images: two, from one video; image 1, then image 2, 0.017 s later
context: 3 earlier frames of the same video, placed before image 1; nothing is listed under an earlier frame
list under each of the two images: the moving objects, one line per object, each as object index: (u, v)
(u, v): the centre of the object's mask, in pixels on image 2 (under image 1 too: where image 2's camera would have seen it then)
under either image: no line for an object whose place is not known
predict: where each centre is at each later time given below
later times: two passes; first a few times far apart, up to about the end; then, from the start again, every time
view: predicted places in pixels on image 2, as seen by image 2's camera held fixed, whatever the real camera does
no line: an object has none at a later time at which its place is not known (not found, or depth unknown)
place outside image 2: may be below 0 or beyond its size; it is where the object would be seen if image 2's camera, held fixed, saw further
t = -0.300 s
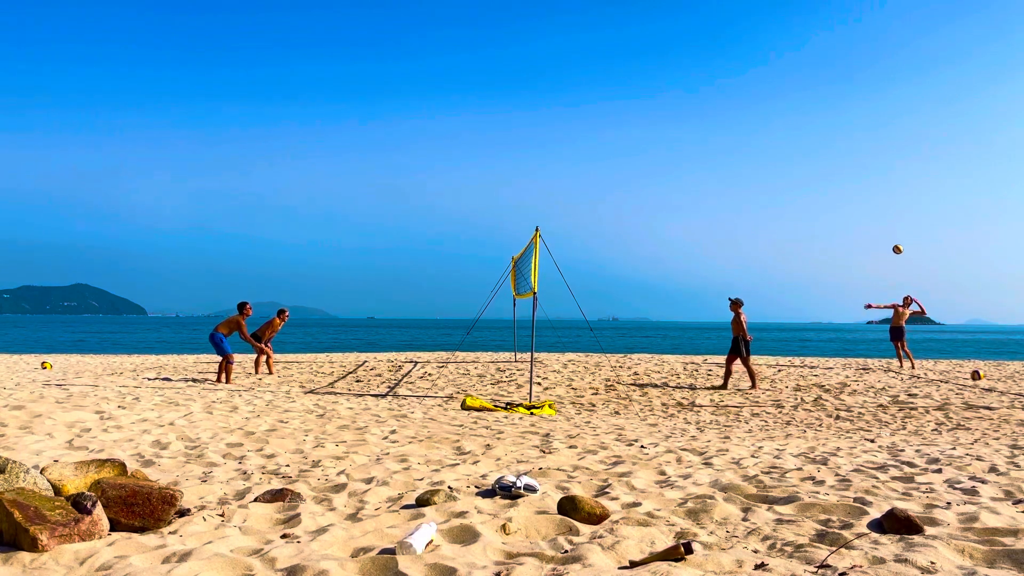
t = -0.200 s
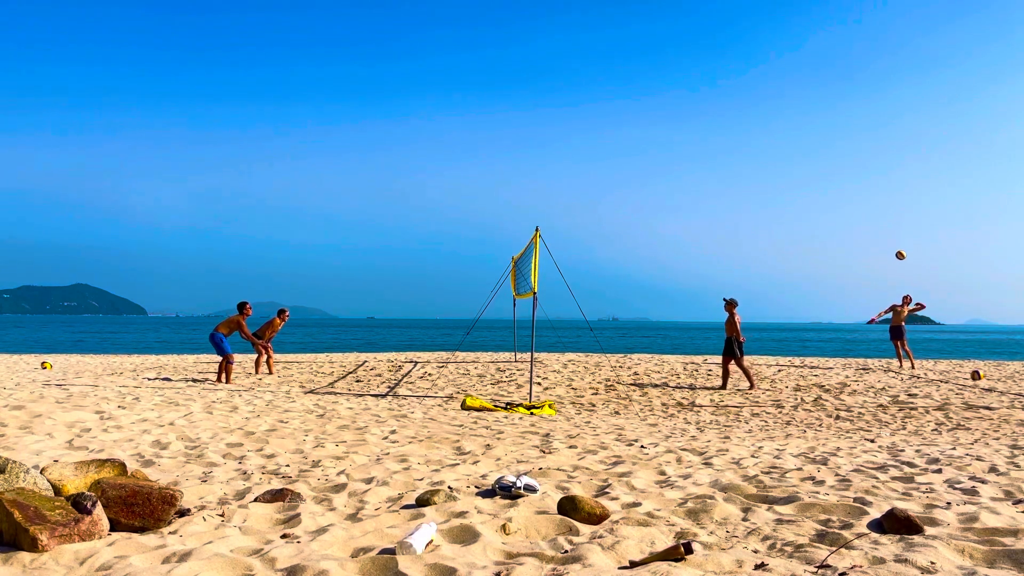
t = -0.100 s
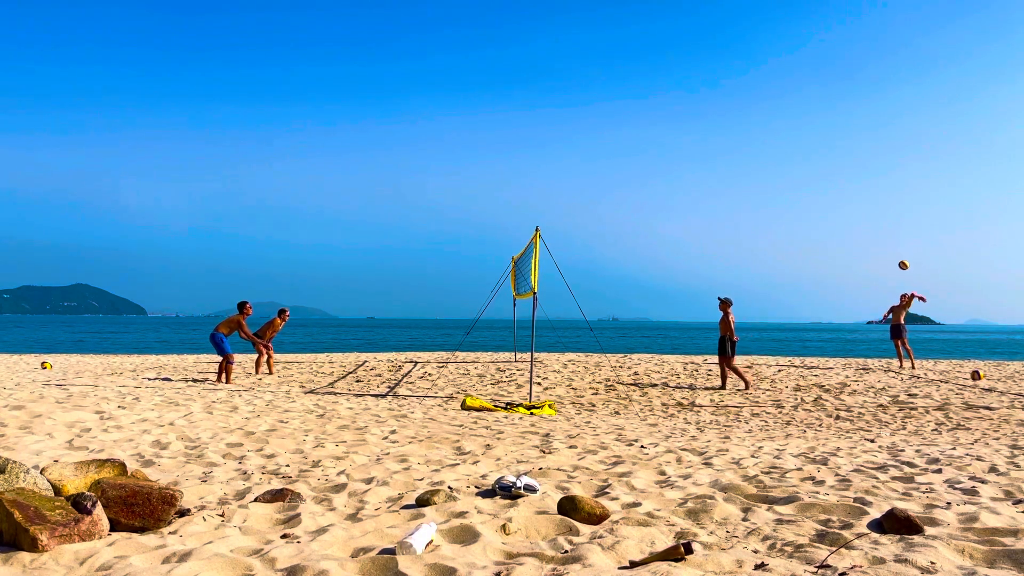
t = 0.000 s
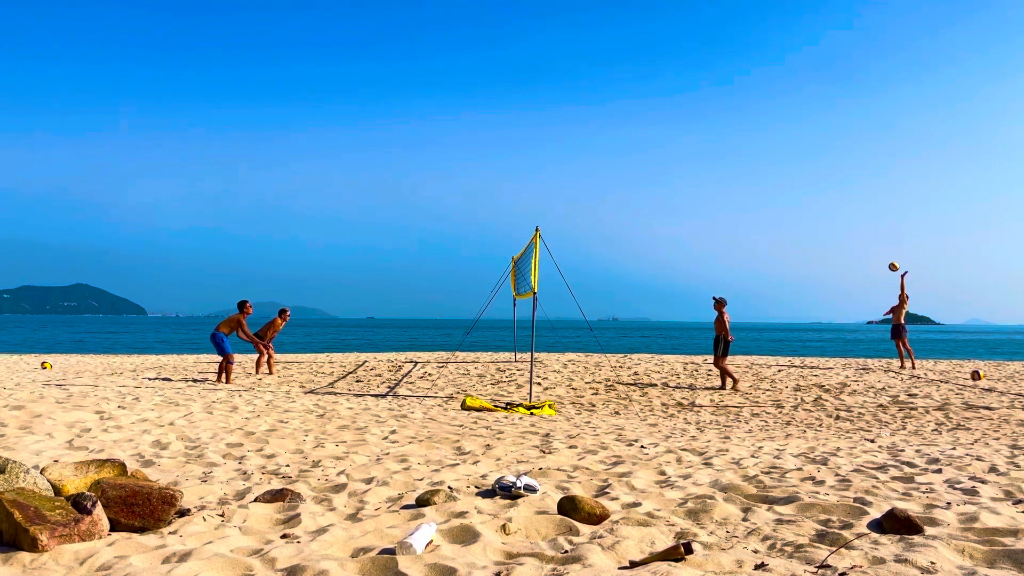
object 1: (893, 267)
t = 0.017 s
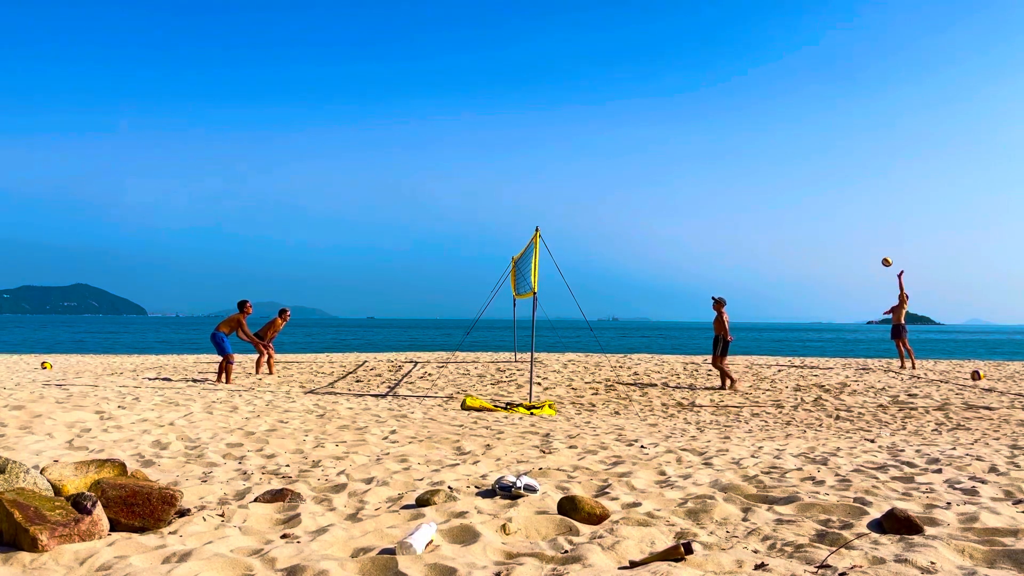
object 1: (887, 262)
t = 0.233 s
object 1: (799, 213)
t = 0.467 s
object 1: (711, 187)
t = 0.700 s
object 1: (628, 188)
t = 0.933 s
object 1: (549, 212)
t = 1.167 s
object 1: (475, 258)
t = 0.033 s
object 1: (880, 257)
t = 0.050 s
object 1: (873, 253)
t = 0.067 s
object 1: (866, 249)
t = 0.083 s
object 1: (859, 244)
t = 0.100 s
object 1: (852, 240)
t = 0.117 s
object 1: (845, 236)
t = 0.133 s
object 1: (839, 232)
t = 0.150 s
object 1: (832, 229)
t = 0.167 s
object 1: (825, 225)
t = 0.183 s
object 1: (819, 222)
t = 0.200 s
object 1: (812, 219)
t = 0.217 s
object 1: (806, 216)
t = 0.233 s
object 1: (799, 213)
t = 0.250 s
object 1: (793, 210)
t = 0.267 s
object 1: (786, 208)
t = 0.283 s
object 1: (780, 205)
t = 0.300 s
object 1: (774, 202)
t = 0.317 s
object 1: (767, 201)
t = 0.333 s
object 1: (761, 199)
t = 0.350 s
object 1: (755, 197)
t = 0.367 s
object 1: (748, 195)
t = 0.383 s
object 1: (742, 193)
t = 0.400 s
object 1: (736, 192)
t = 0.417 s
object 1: (730, 191)
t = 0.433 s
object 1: (724, 189)
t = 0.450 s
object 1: (717, 188)
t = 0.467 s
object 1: (711, 187)
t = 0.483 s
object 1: (705, 186)
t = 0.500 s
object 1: (699, 186)
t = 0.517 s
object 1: (693, 185)
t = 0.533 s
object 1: (687, 185)
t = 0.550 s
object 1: (681, 184)
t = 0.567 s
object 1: (675, 184)
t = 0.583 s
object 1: (669, 184)
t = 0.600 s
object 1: (663, 184)
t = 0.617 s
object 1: (657, 185)
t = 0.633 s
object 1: (651, 185)
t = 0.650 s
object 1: (645, 185)
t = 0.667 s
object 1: (640, 186)
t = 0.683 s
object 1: (634, 187)
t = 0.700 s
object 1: (628, 188)
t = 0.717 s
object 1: (622, 188)
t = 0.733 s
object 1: (616, 190)
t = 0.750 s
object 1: (611, 190)
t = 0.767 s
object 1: (605, 192)
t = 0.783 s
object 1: (599, 193)
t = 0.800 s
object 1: (594, 195)
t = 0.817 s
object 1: (588, 197)
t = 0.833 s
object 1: (582, 198)
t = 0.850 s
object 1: (577, 200)
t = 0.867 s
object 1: (571, 202)
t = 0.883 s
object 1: (566, 204)
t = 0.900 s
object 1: (560, 206)
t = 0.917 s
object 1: (555, 209)
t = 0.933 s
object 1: (549, 212)
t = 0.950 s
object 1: (543, 214)
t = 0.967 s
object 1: (538, 217)
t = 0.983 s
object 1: (533, 220)
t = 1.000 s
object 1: (527, 222)
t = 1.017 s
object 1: (522, 226)
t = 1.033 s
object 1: (517, 229)
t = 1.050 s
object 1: (511, 232)
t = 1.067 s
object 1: (506, 235)
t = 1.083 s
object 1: (501, 239)
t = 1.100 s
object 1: (495, 243)
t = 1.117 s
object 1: (490, 246)
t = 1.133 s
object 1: (485, 250)
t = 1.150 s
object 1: (480, 254)
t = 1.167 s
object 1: (475, 258)
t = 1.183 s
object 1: (469, 262)
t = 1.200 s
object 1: (464, 266)
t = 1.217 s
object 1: (459, 271)
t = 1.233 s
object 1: (454, 275)
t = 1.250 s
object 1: (449, 280)
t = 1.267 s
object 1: (443, 284)
